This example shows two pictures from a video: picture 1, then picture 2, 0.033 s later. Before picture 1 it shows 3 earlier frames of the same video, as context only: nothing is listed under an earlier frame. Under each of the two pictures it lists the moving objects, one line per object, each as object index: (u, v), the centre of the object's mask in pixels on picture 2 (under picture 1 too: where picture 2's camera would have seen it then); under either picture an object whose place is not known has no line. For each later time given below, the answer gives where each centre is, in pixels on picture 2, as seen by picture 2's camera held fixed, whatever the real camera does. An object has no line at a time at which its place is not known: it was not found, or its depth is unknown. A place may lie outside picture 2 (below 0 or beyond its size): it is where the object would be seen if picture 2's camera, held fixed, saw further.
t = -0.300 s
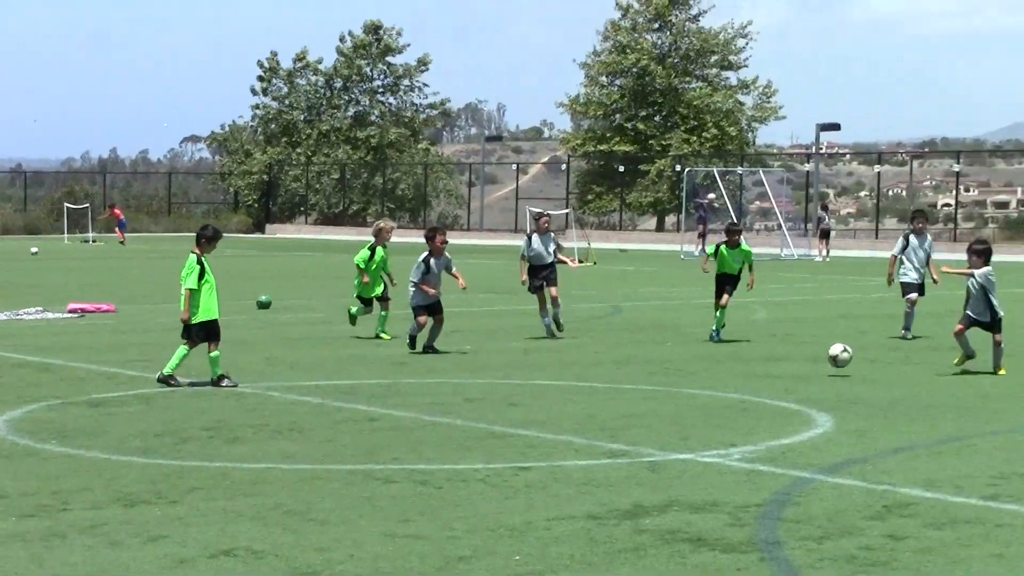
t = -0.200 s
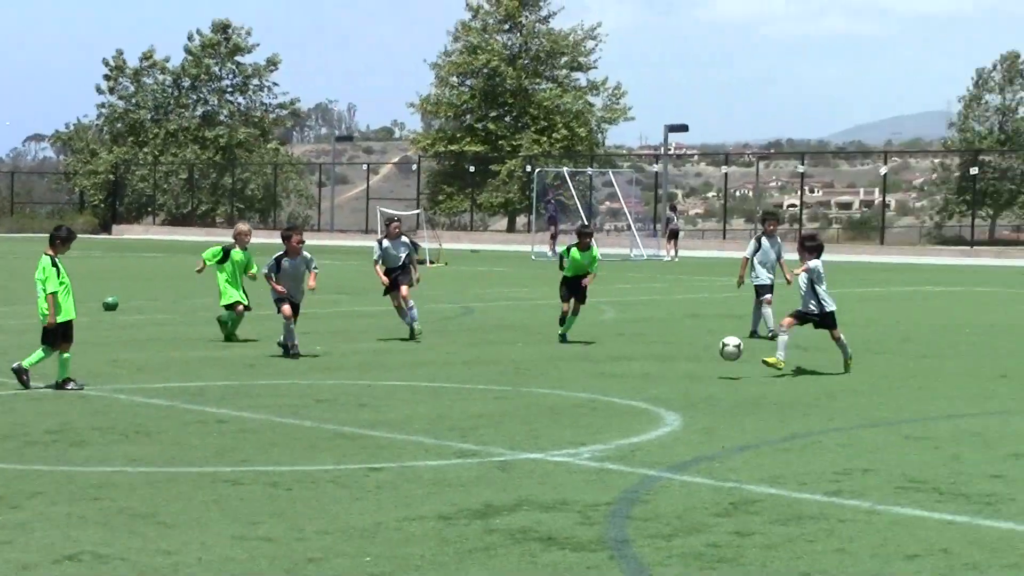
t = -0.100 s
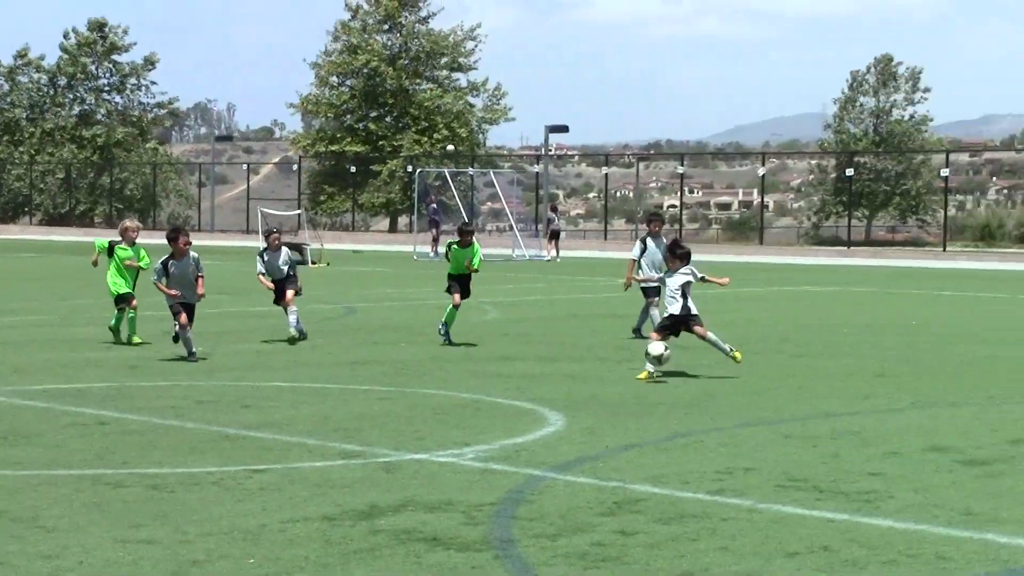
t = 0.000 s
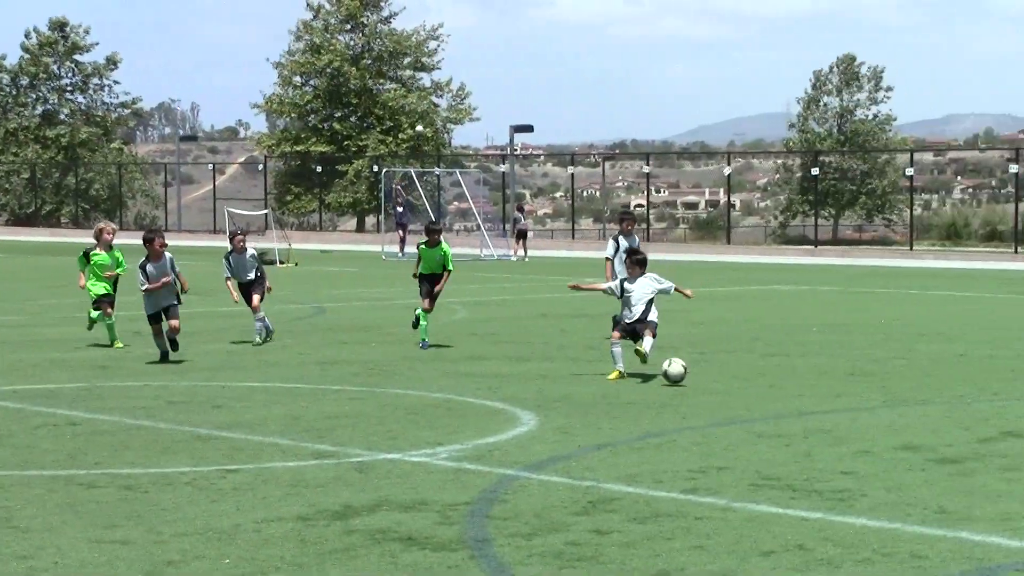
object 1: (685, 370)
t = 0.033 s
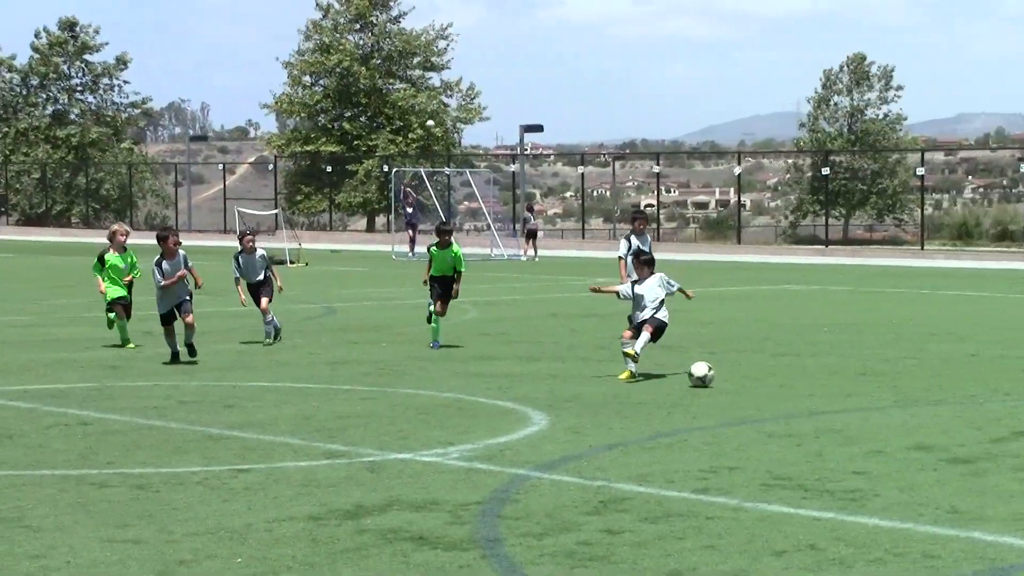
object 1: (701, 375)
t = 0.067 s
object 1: (717, 371)
